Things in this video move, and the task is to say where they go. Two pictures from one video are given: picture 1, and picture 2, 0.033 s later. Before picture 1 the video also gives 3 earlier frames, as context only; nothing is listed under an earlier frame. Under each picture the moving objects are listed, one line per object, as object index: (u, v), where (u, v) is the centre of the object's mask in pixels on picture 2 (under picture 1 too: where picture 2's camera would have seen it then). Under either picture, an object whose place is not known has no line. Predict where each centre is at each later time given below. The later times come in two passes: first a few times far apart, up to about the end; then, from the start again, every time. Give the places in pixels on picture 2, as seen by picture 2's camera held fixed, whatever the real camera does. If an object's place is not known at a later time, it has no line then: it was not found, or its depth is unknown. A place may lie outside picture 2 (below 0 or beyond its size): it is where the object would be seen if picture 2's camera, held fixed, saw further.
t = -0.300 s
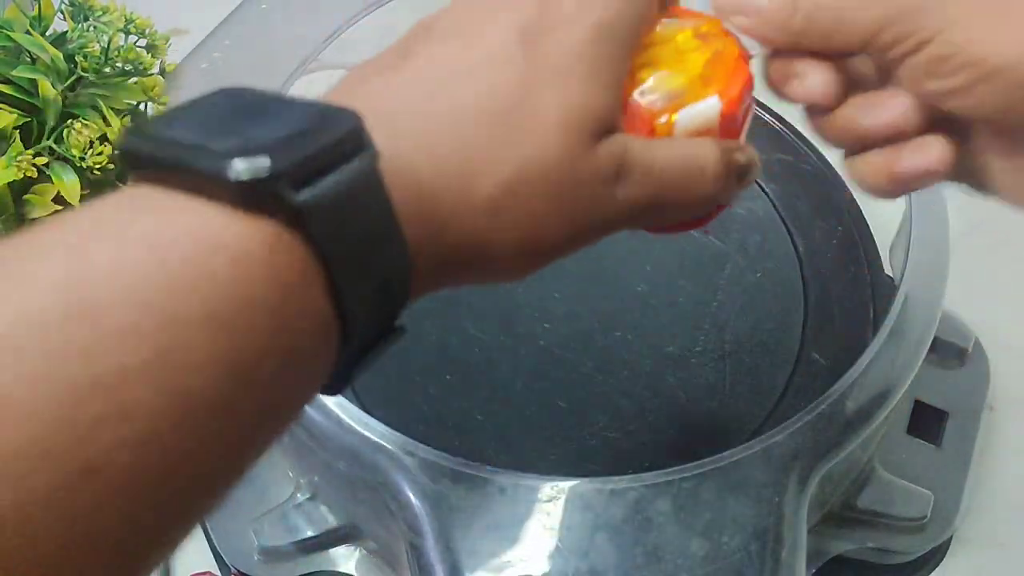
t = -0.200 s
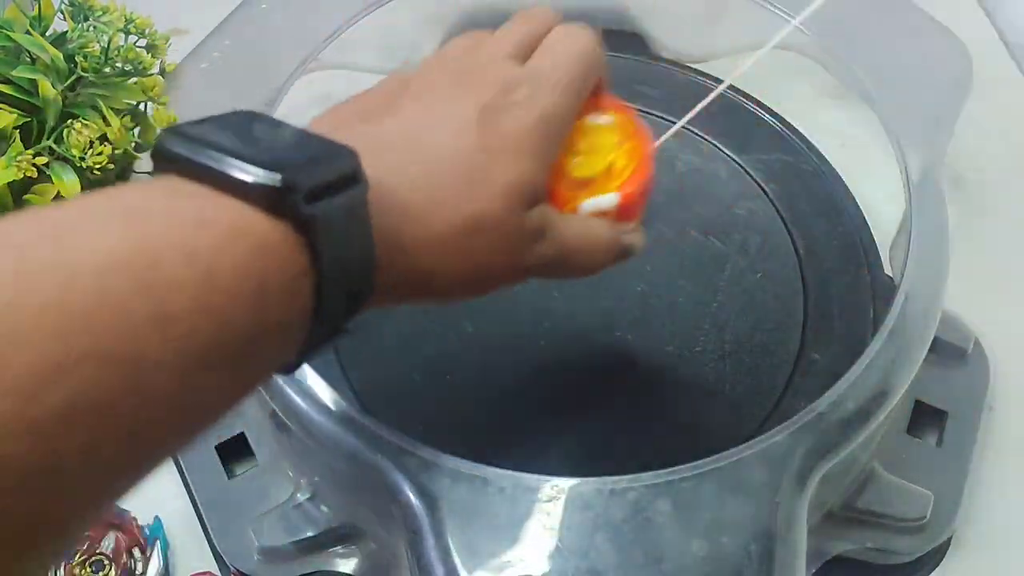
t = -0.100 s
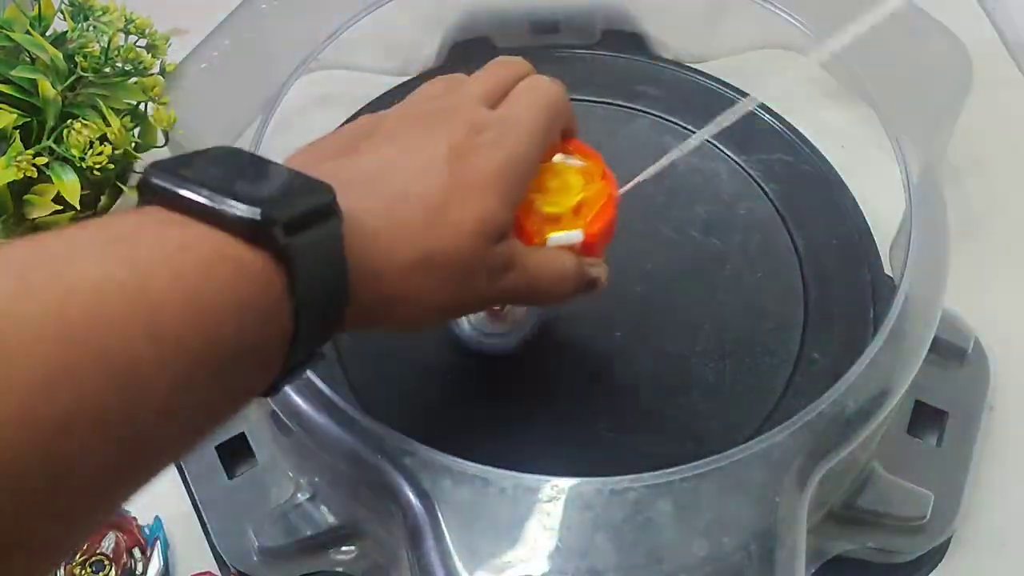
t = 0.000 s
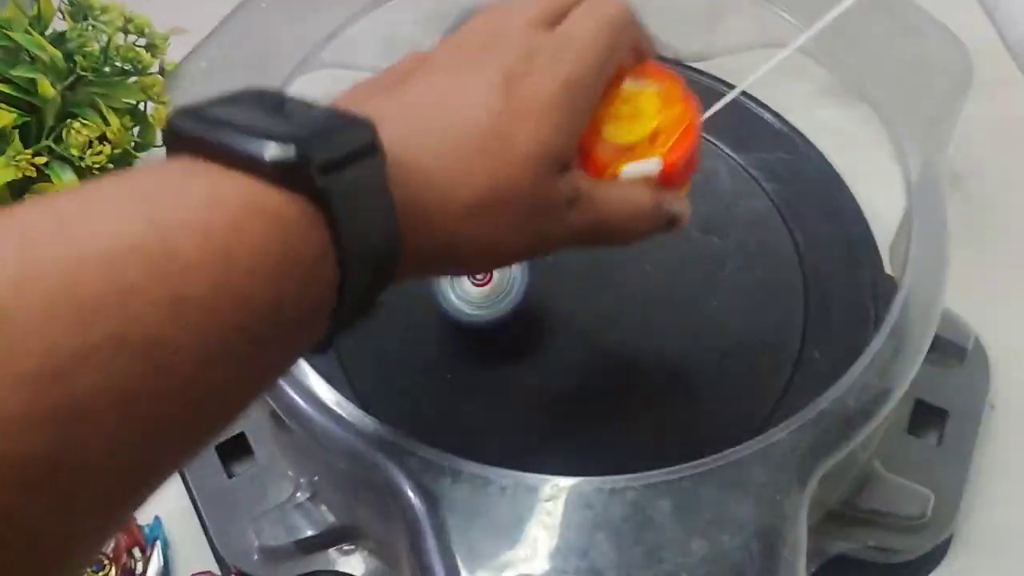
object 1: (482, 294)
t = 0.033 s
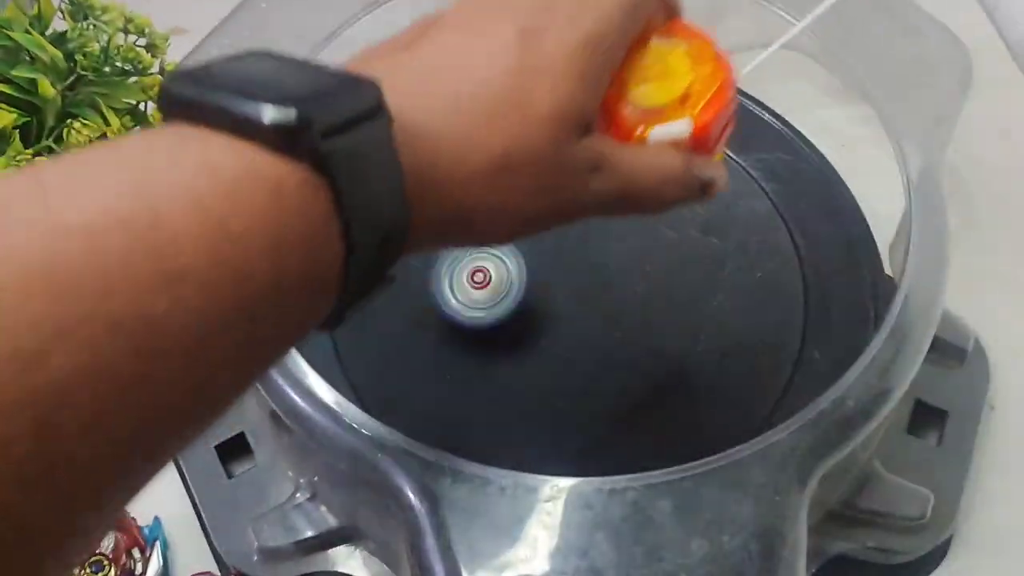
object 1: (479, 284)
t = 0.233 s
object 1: (546, 285)
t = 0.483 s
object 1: (728, 270)
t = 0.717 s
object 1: (658, 167)
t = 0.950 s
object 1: (504, 293)
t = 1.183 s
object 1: (635, 425)
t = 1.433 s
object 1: (703, 284)
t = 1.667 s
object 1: (508, 242)
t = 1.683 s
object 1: (494, 247)
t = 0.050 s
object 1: (479, 276)
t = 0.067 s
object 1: (481, 275)
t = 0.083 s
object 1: (483, 277)
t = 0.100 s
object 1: (486, 275)
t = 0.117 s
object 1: (492, 272)
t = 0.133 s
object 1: (497, 274)
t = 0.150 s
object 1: (503, 275)
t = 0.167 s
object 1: (512, 276)
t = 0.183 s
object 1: (520, 278)
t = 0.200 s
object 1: (529, 280)
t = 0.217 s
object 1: (538, 282)
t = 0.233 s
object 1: (546, 285)
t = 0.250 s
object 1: (556, 287)
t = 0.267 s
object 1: (568, 290)
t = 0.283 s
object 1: (579, 292)
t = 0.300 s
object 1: (589, 293)
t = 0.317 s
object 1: (601, 294)
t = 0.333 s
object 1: (612, 296)
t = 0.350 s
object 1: (624, 296)
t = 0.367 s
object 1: (639, 297)
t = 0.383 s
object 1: (653, 297)
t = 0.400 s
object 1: (666, 295)
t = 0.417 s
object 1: (681, 292)
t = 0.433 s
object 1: (694, 289)
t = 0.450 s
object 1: (706, 284)
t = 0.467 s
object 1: (718, 278)
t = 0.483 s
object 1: (728, 270)
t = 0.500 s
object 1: (735, 262)
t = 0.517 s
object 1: (742, 251)
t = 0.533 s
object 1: (747, 242)
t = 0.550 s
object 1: (748, 233)
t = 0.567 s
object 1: (746, 222)
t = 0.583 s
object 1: (745, 210)
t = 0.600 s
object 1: (740, 201)
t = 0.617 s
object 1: (732, 193)
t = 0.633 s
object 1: (722, 183)
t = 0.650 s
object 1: (713, 178)
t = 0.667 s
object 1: (700, 173)
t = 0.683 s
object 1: (685, 169)
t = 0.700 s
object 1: (672, 167)
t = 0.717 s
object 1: (658, 167)
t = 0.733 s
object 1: (643, 168)
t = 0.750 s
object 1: (626, 170)
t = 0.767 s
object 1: (611, 175)
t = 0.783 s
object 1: (597, 180)
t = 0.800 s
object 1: (583, 188)
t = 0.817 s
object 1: (569, 196)
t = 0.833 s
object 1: (557, 204)
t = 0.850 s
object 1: (546, 215)
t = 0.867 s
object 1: (534, 226)
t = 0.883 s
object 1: (526, 238)
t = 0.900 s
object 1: (519, 251)
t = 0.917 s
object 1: (513, 264)
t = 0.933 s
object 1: (507, 278)
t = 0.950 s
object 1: (504, 293)
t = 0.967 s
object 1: (503, 306)
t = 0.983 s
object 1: (504, 320)
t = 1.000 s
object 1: (505, 334)
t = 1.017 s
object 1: (509, 349)
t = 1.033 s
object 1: (516, 361)
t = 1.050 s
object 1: (524, 374)
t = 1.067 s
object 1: (532, 386)
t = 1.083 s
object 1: (543, 396)
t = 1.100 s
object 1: (557, 407)
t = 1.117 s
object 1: (571, 414)
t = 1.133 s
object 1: (585, 420)
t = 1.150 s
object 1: (602, 424)
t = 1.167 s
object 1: (619, 425)
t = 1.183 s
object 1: (635, 425)
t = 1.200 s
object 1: (652, 423)
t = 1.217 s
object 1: (667, 419)
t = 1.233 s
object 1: (681, 414)
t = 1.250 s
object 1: (696, 407)
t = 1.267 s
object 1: (710, 399)
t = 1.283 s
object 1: (718, 389)
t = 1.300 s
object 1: (726, 377)
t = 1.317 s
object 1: (730, 365)
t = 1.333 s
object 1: (734, 354)
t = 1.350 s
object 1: (734, 342)
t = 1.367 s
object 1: (731, 330)
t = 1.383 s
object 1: (727, 318)
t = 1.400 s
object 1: (720, 306)
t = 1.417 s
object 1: (713, 293)
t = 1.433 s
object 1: (703, 284)
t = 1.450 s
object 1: (693, 274)
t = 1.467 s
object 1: (680, 266)
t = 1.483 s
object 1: (667, 258)
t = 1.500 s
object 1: (653, 250)
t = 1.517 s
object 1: (638, 245)
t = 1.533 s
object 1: (624, 240)
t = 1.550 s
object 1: (608, 237)
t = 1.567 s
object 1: (593, 234)
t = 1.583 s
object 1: (577, 233)
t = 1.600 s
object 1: (563, 233)
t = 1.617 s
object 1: (547, 233)
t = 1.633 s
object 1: (534, 235)
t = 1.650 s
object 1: (521, 238)
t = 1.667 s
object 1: (508, 242)
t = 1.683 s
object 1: (494, 247)
